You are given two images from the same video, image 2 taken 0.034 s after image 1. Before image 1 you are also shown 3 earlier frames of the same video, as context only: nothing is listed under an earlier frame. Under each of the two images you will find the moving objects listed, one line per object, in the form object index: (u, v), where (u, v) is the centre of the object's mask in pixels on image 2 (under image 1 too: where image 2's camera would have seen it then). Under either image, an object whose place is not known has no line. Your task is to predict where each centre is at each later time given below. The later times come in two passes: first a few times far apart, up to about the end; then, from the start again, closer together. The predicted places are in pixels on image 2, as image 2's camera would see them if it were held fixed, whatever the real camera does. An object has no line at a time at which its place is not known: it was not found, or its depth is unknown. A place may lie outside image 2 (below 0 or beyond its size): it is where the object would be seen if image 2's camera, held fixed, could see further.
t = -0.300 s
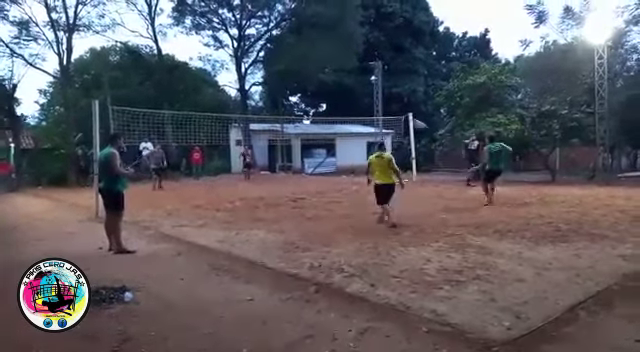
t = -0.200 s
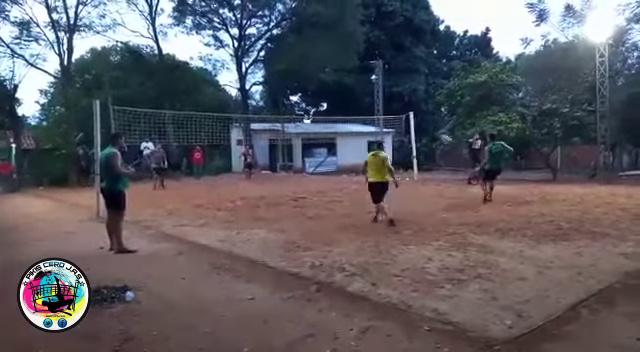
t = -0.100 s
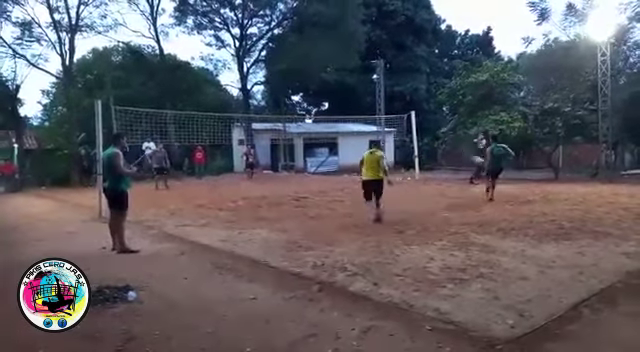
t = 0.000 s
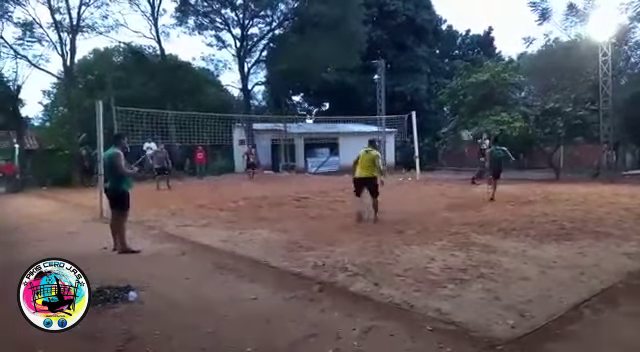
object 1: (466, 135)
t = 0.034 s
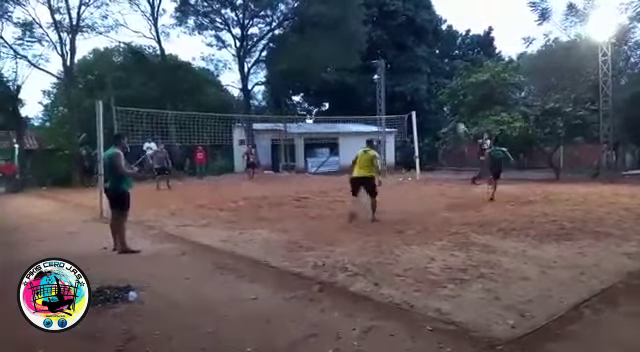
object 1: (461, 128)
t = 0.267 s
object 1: (425, 80)
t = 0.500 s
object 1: (388, 55)
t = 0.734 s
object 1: (348, 51)
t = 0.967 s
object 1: (310, 70)
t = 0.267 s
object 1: (425, 80)
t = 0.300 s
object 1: (419, 76)
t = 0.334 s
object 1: (414, 71)
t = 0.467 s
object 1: (393, 57)
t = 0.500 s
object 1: (388, 55)
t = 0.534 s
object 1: (382, 53)
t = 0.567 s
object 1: (376, 51)
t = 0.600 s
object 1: (371, 50)
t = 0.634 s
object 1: (365, 49)
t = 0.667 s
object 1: (360, 49)
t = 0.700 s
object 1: (355, 50)
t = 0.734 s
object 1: (348, 51)
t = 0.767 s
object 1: (343, 52)
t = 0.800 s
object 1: (338, 54)
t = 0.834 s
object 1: (332, 56)
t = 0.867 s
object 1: (327, 59)
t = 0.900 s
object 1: (321, 62)
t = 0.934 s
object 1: (316, 66)
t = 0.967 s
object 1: (310, 70)
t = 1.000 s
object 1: (304, 75)
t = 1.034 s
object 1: (299, 80)
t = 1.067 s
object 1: (294, 85)
